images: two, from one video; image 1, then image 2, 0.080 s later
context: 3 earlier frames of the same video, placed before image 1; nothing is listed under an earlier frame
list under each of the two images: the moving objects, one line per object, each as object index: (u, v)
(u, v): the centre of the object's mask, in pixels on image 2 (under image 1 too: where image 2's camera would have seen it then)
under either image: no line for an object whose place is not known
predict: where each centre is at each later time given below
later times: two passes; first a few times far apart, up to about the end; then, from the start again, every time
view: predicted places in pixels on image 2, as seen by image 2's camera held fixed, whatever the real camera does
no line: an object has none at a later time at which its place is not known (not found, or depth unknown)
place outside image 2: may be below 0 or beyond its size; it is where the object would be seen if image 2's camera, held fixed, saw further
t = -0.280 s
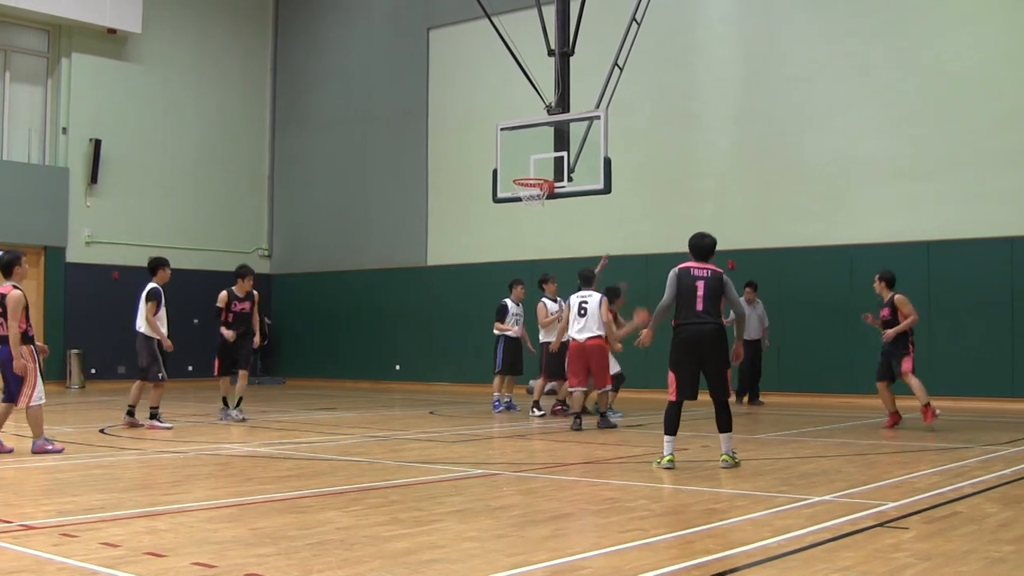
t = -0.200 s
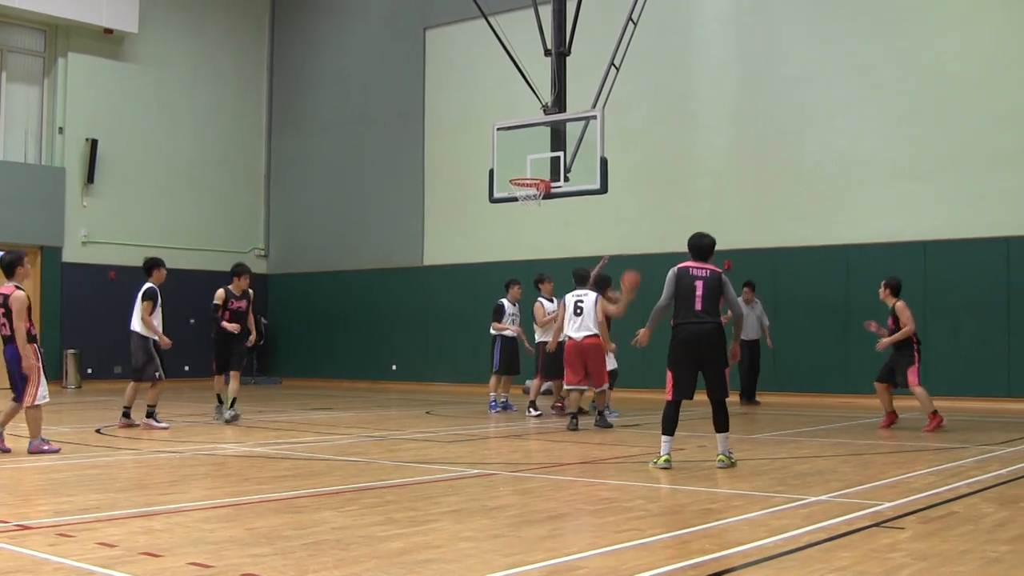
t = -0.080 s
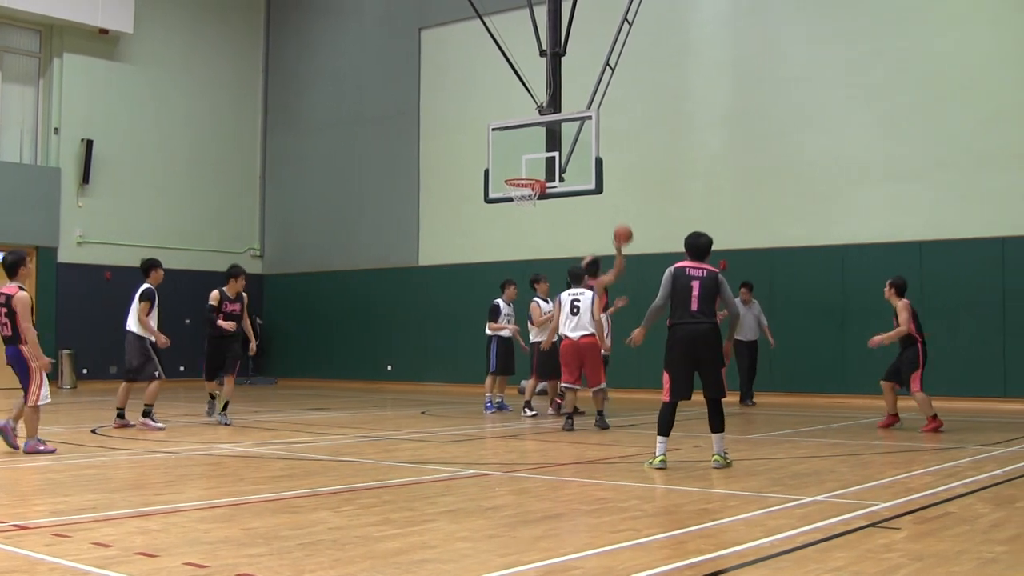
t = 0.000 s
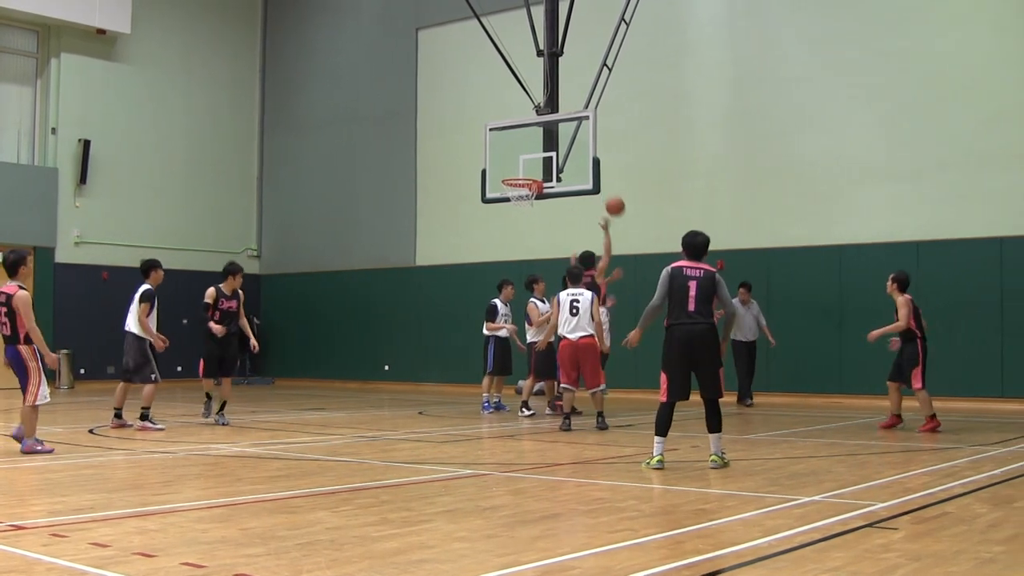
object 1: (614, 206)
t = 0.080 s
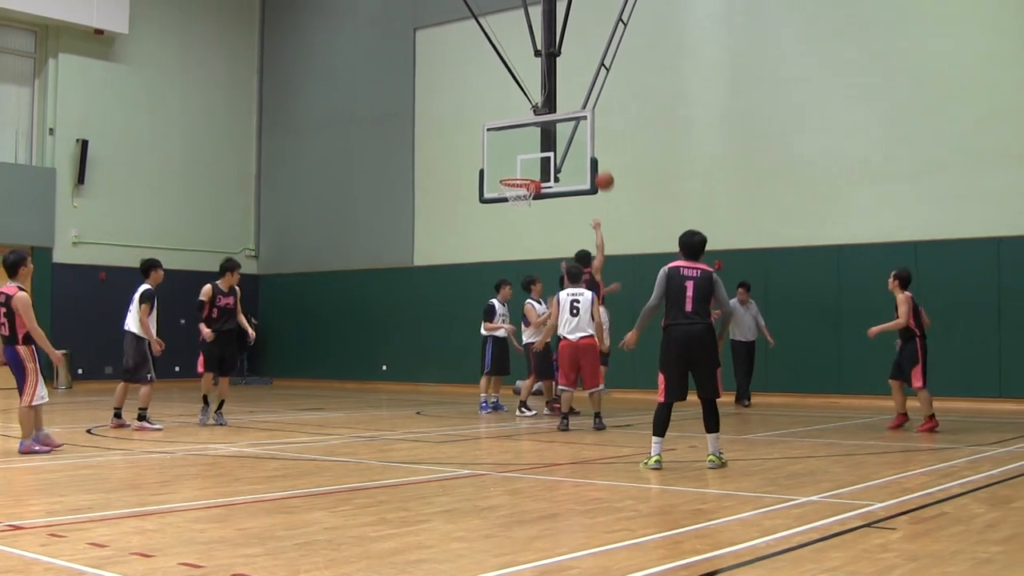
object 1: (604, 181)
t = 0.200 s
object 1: (590, 152)
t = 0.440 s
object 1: (562, 133)
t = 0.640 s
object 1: (538, 155)
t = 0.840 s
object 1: (522, 159)
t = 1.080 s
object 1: (510, 163)
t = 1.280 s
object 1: (513, 170)
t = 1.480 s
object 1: (523, 170)
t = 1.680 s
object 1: (521, 174)
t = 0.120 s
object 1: (599, 170)
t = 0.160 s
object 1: (594, 160)
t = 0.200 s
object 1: (590, 152)
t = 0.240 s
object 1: (585, 146)
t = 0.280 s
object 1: (581, 140)
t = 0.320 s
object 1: (576, 136)
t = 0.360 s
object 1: (572, 133)
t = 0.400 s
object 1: (567, 132)
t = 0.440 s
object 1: (562, 133)
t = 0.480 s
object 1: (556, 135)
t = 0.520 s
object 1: (552, 138)
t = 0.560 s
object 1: (547, 143)
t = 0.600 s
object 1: (542, 148)
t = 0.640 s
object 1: (538, 155)
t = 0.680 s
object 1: (533, 163)
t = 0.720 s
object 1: (528, 171)
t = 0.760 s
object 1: (526, 167)
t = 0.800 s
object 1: (524, 163)
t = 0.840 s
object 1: (522, 159)
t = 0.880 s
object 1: (520, 157)
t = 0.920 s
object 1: (518, 156)
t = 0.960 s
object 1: (516, 156)
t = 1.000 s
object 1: (514, 157)
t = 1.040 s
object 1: (512, 160)
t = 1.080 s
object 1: (510, 163)
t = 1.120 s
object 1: (508, 168)
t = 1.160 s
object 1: (505, 172)
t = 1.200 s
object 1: (507, 172)
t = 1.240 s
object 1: (509, 171)
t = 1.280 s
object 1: (513, 170)
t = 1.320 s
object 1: (516, 169)
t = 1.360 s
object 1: (519, 170)
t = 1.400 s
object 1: (522, 171)
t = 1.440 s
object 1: (523, 171)
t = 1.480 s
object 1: (523, 170)
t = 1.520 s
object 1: (522, 169)
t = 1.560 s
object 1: (522, 169)
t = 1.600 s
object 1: (522, 170)
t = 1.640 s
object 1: (522, 172)
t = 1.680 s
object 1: (521, 174)
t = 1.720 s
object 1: (520, 181)
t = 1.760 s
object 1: (520, 188)
